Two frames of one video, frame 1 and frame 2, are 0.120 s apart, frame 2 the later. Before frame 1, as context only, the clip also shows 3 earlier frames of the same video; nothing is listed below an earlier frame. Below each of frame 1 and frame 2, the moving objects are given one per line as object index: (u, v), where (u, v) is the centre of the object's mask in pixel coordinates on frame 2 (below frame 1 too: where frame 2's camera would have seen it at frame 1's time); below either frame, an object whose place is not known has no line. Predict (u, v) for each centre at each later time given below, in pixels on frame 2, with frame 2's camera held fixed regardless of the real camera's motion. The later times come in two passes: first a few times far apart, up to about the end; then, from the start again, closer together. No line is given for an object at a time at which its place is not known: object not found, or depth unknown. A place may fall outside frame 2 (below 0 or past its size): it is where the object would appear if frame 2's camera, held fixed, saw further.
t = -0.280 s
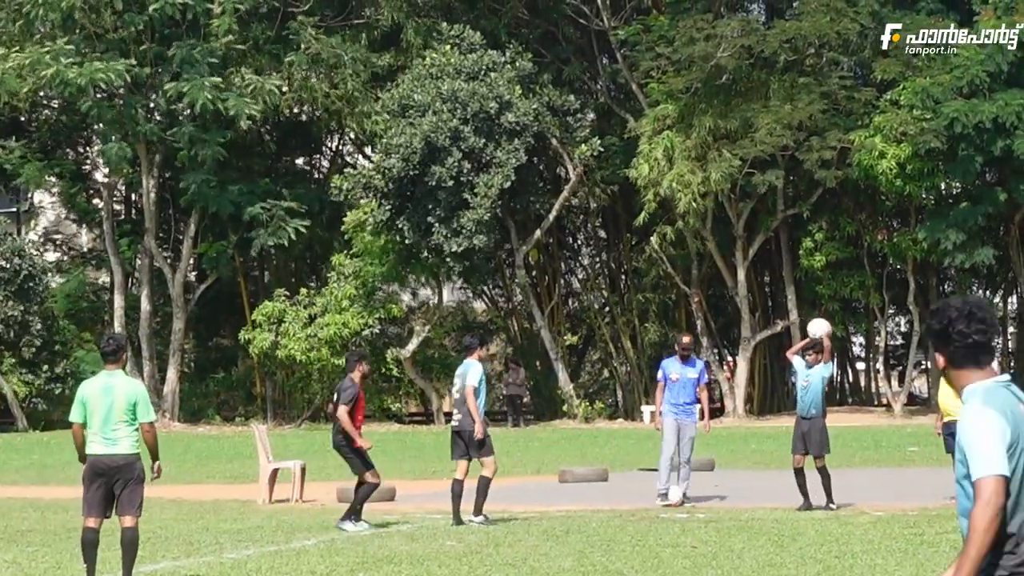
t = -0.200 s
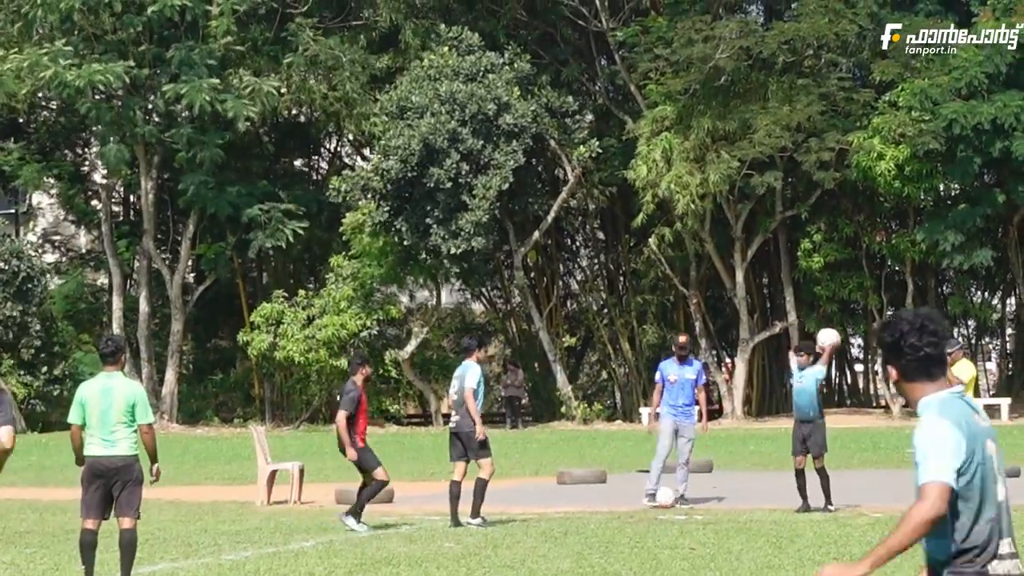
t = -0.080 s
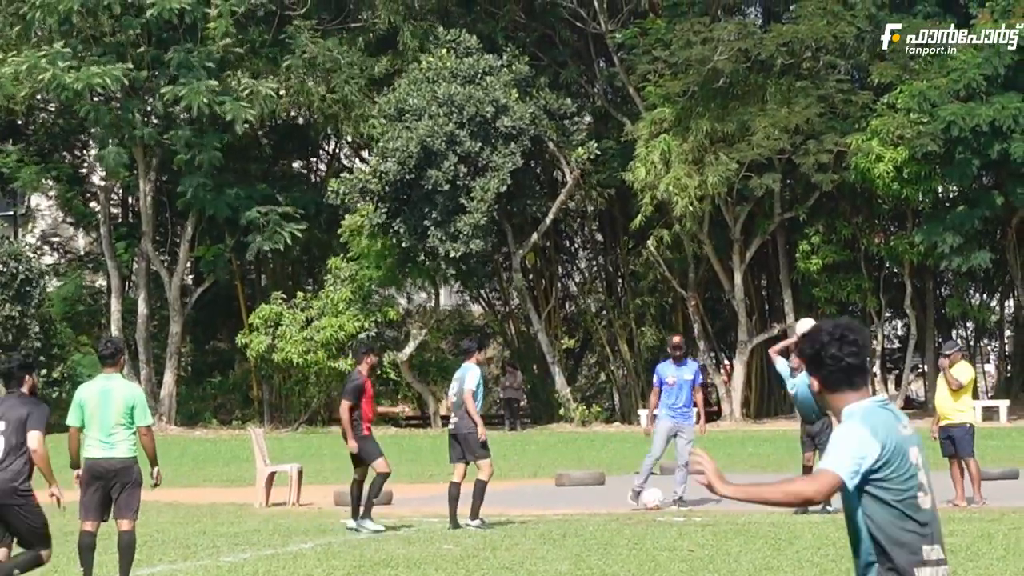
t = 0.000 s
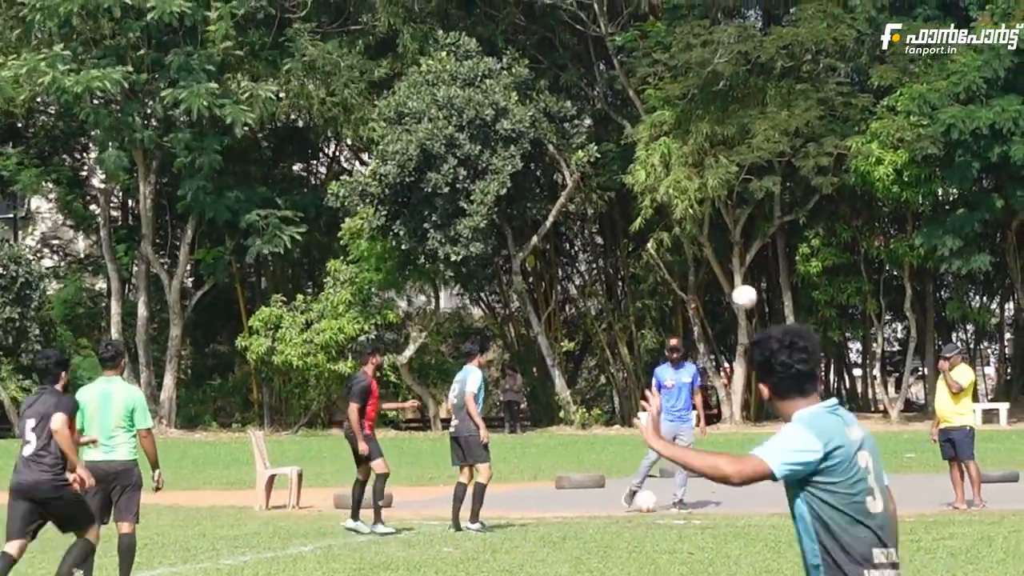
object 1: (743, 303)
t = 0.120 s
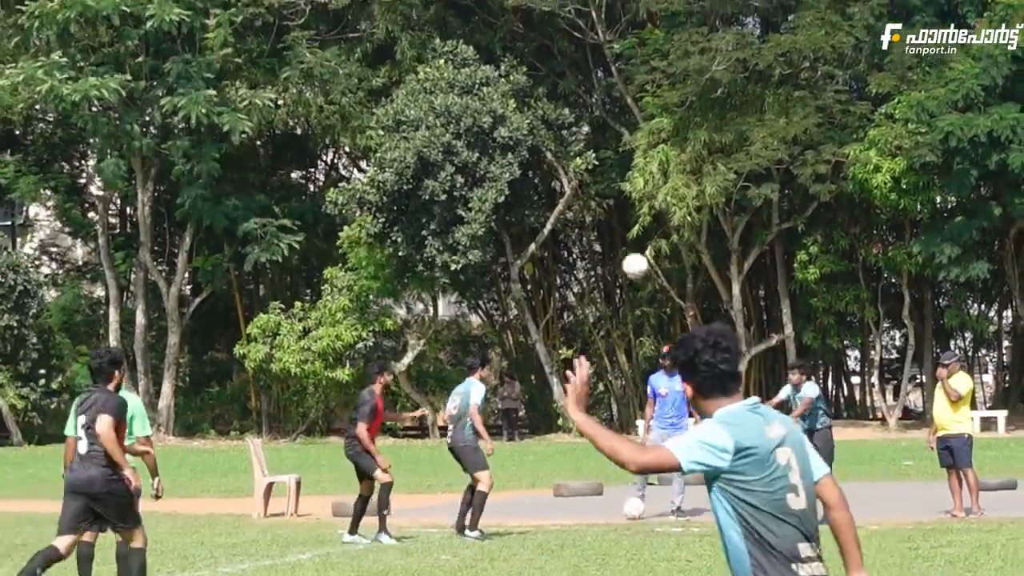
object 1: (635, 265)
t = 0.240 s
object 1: (521, 241)
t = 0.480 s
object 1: (279, 232)
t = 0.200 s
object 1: (560, 249)
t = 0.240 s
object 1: (521, 241)
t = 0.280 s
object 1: (482, 235)
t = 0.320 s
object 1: (442, 233)
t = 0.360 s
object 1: (402, 229)
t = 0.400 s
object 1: (362, 230)
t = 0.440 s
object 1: (320, 231)
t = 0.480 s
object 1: (279, 232)
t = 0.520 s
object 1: (239, 238)
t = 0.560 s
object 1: (197, 243)
